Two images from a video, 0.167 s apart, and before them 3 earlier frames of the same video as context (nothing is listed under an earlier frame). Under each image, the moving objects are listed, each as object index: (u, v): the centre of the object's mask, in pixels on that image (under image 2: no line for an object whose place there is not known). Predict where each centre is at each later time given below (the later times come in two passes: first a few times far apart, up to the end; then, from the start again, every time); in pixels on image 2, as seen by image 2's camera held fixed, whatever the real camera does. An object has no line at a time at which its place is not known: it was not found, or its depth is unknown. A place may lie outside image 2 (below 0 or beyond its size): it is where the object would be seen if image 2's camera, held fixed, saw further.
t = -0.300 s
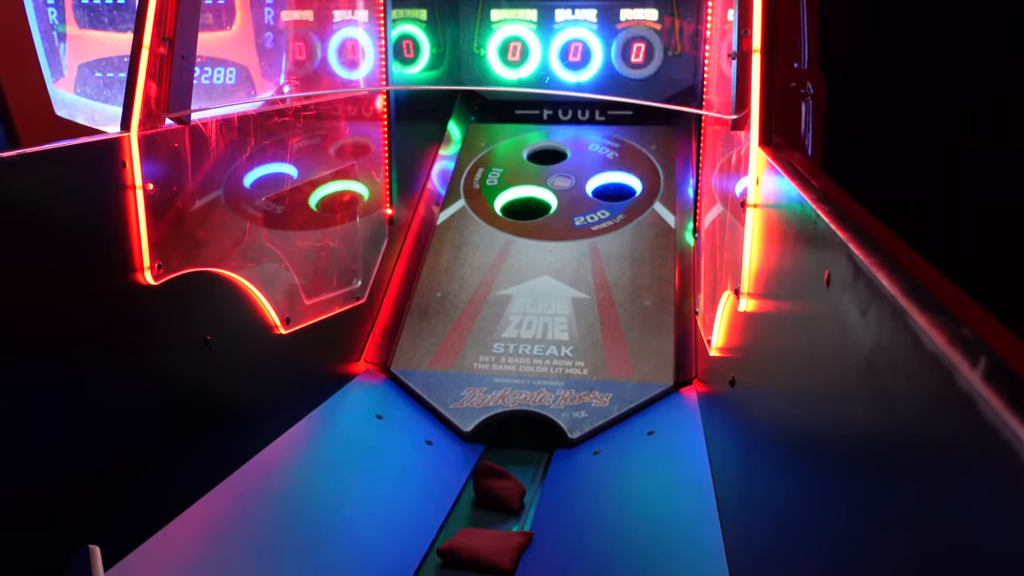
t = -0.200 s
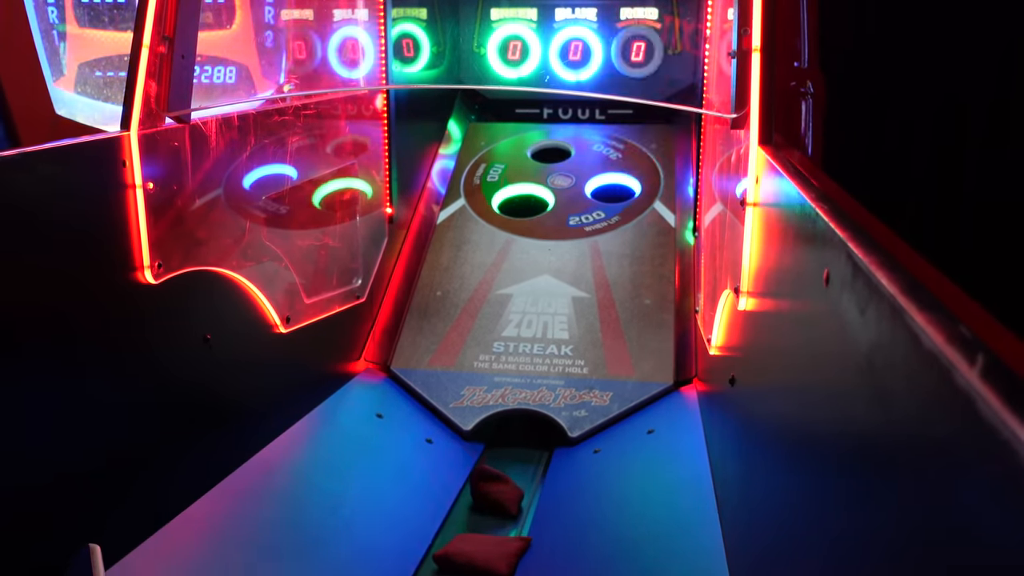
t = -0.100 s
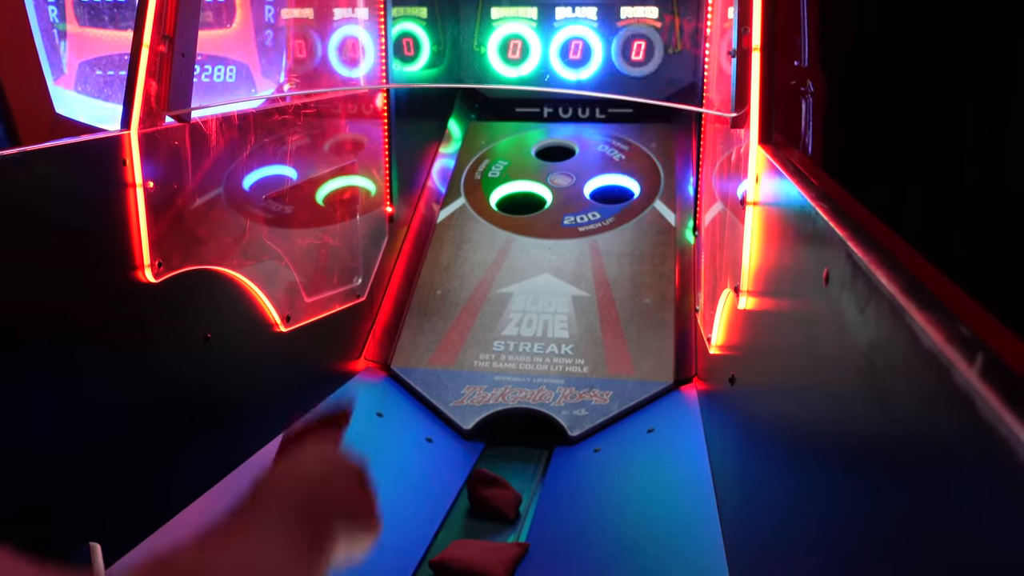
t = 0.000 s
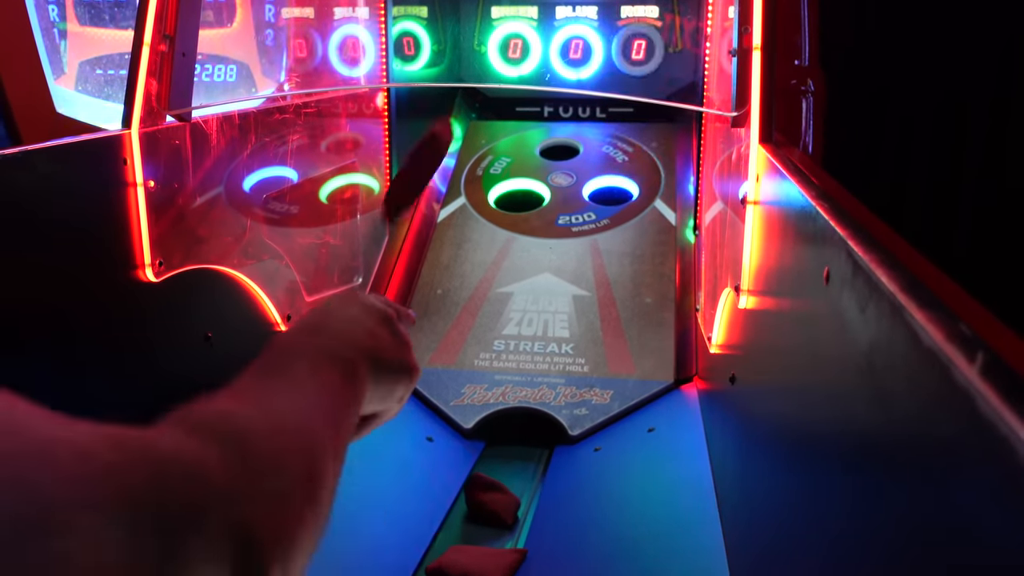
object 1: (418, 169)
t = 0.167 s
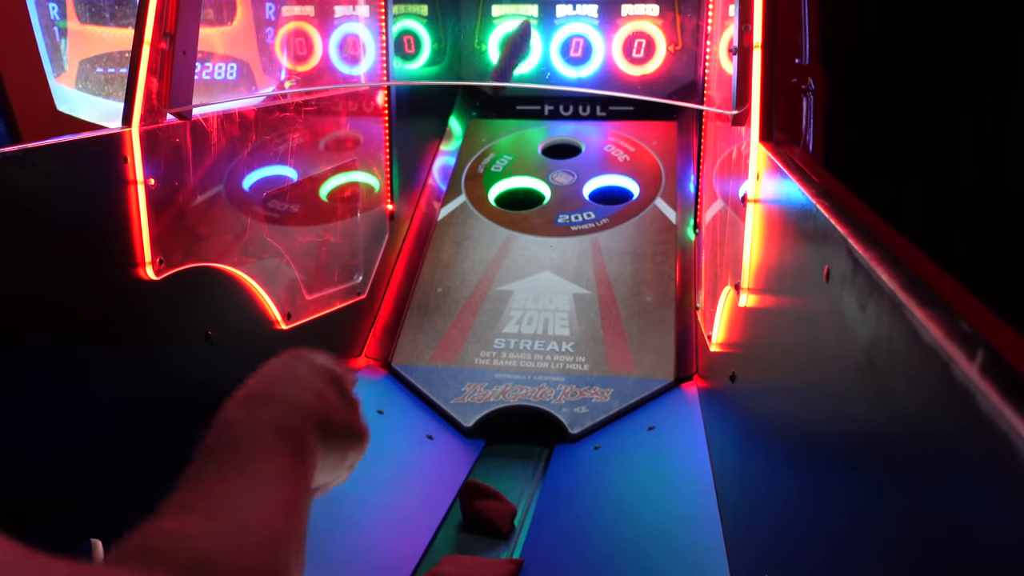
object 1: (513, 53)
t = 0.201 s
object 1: (522, 59)
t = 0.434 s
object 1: (565, 188)
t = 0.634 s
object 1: (580, 191)
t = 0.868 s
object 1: (588, 201)
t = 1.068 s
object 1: (592, 225)
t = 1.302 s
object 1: (594, 272)
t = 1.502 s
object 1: (590, 335)
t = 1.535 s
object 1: (589, 348)
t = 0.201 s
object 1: (522, 59)
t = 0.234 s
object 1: (532, 68)
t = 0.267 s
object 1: (539, 83)
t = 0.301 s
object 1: (545, 101)
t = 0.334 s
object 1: (552, 117)
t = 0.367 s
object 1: (557, 140)
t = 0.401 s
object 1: (562, 161)
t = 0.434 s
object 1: (565, 188)
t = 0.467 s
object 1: (566, 209)
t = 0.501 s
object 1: (574, 201)
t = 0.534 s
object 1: (576, 197)
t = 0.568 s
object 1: (578, 194)
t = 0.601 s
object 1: (579, 193)
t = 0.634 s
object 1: (580, 191)
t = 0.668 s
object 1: (582, 191)
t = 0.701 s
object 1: (583, 191)
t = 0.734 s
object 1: (585, 192)
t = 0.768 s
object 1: (586, 194)
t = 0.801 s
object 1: (586, 196)
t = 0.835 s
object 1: (586, 198)
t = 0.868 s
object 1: (588, 201)
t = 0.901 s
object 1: (589, 204)
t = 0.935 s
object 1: (589, 208)
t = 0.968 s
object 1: (590, 212)
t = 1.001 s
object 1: (591, 216)
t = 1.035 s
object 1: (591, 220)
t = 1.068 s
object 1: (592, 225)
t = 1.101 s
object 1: (592, 230)
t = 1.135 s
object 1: (592, 237)
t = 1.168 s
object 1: (593, 243)
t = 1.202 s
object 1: (594, 250)
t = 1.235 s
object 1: (594, 257)
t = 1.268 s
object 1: (594, 264)
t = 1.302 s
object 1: (594, 272)
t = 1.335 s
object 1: (594, 281)
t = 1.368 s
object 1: (593, 290)
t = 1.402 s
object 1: (593, 300)
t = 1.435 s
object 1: (592, 311)
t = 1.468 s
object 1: (591, 322)
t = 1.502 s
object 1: (590, 335)
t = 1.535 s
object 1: (589, 348)
